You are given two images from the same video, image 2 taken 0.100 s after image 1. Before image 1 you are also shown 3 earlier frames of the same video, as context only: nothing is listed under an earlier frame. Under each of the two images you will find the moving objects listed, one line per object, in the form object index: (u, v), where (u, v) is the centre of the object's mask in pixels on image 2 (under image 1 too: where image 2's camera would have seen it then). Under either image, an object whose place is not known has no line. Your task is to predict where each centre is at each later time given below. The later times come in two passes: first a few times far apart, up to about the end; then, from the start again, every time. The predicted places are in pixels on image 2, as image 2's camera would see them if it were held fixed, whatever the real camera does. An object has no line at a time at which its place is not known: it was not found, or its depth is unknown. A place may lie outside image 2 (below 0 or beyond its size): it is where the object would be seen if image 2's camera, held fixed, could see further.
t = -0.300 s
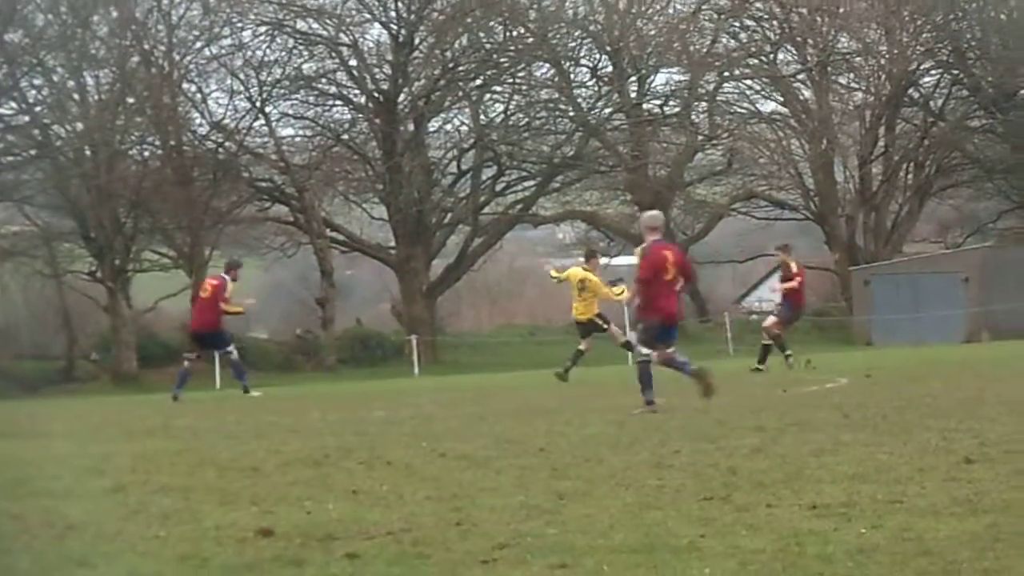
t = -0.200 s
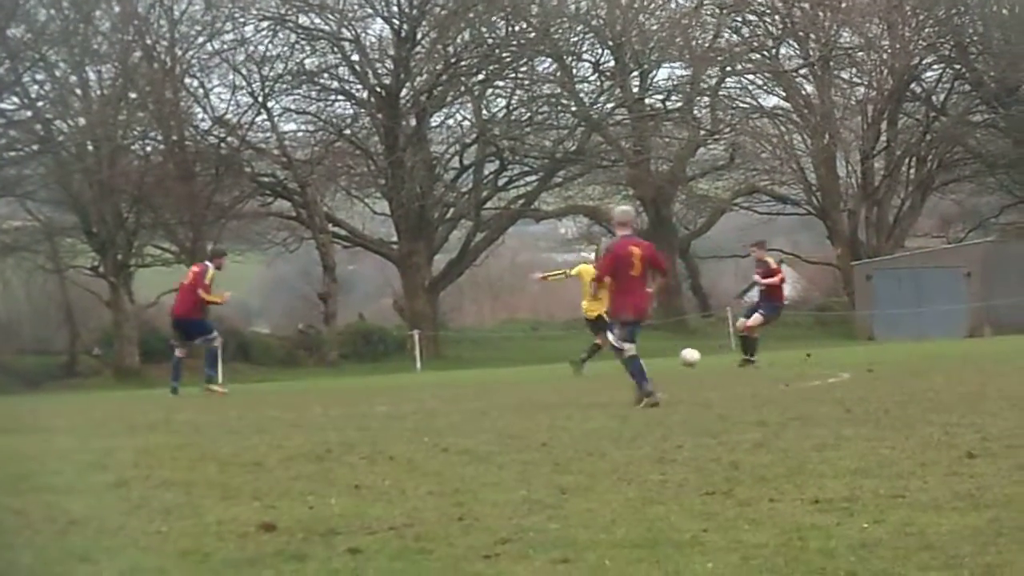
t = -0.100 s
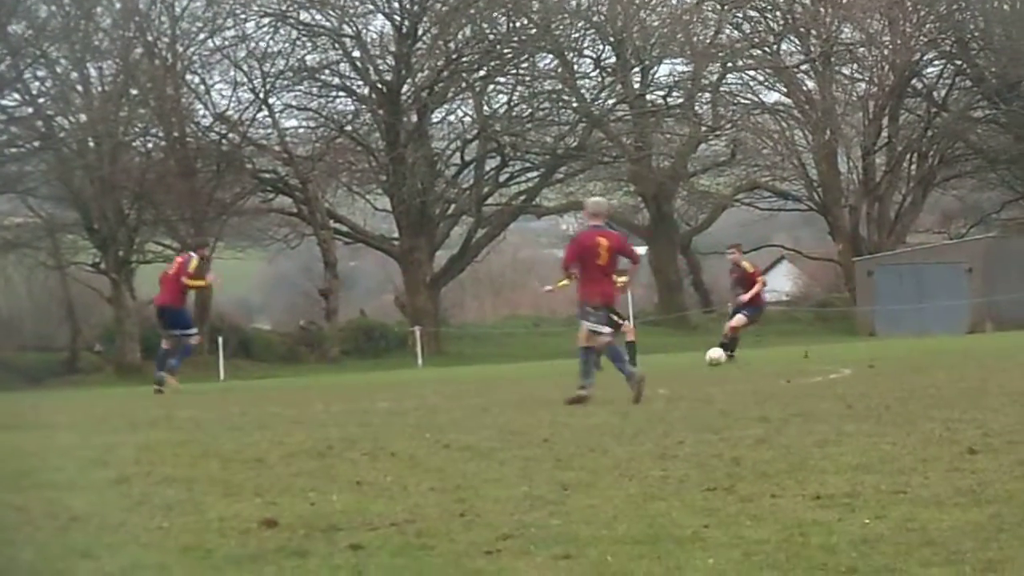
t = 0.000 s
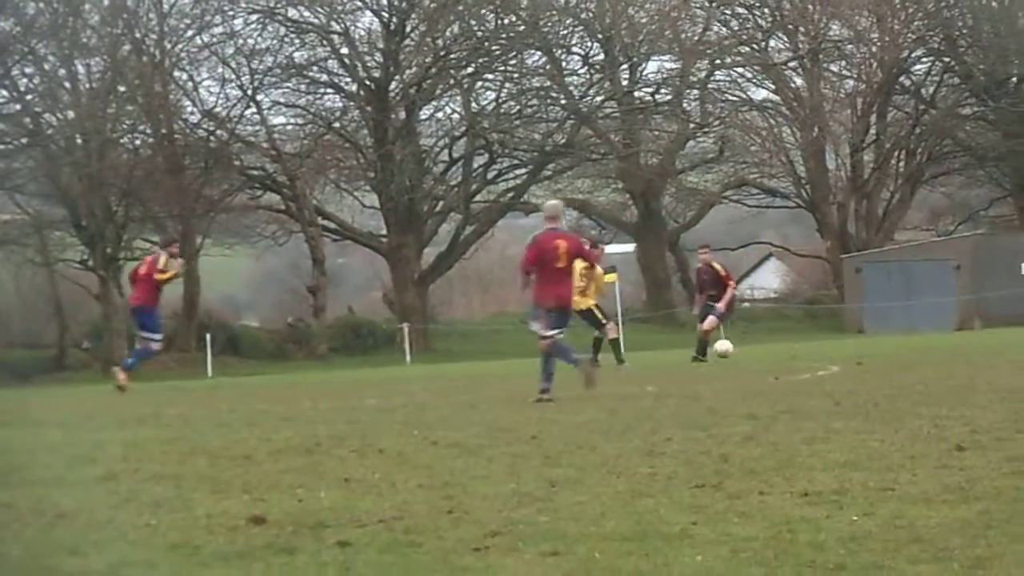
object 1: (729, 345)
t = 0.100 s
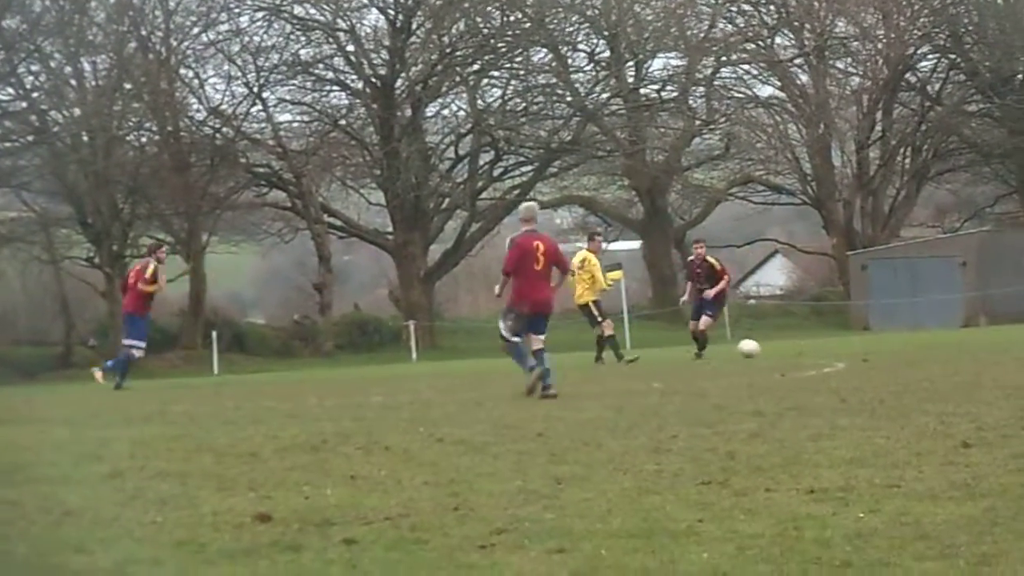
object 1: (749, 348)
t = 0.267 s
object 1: (775, 348)
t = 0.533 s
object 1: (815, 346)
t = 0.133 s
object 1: (755, 349)
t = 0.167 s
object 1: (761, 349)
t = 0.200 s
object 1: (766, 349)
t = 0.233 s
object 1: (770, 348)
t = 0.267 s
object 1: (775, 348)
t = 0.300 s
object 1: (780, 349)
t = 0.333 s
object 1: (785, 350)
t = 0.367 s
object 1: (790, 348)
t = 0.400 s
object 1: (795, 346)
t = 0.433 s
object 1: (800, 344)
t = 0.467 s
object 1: (805, 344)
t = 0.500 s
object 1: (811, 344)
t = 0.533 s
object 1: (815, 346)
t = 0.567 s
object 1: (820, 347)
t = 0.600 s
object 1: (825, 349)
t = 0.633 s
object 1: (829, 348)
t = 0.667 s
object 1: (834, 347)
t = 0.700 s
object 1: (838, 346)
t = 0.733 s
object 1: (843, 346)
